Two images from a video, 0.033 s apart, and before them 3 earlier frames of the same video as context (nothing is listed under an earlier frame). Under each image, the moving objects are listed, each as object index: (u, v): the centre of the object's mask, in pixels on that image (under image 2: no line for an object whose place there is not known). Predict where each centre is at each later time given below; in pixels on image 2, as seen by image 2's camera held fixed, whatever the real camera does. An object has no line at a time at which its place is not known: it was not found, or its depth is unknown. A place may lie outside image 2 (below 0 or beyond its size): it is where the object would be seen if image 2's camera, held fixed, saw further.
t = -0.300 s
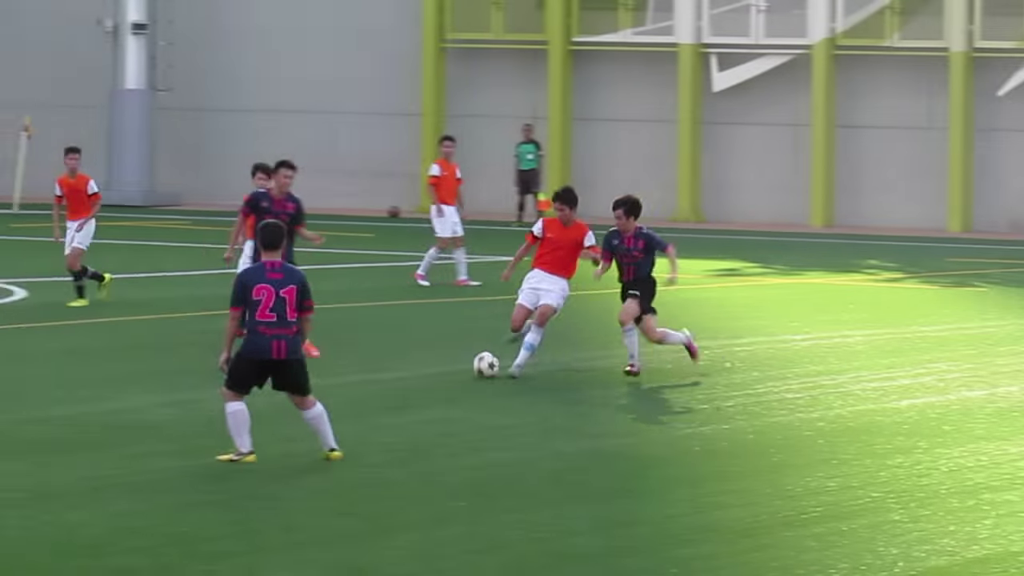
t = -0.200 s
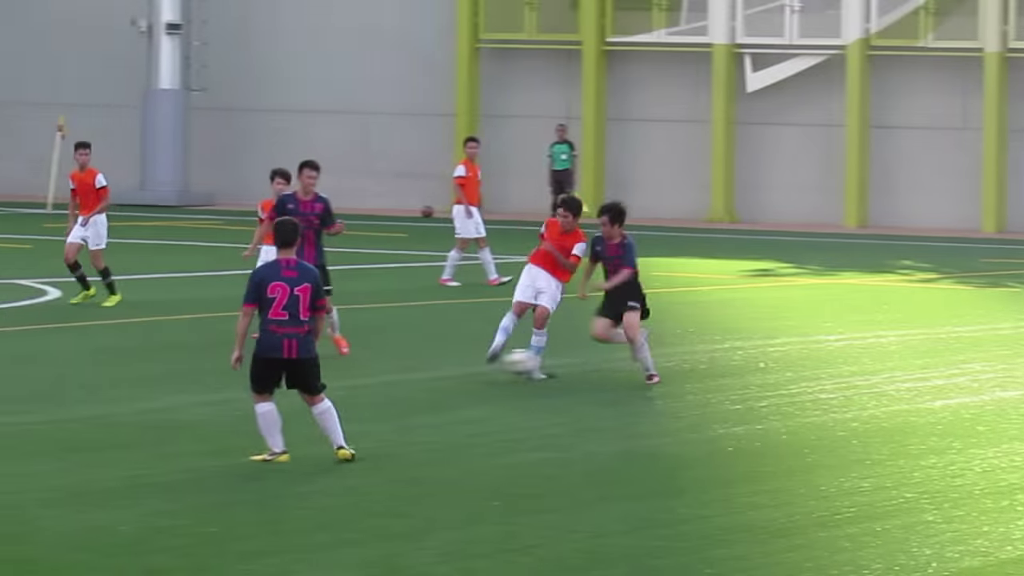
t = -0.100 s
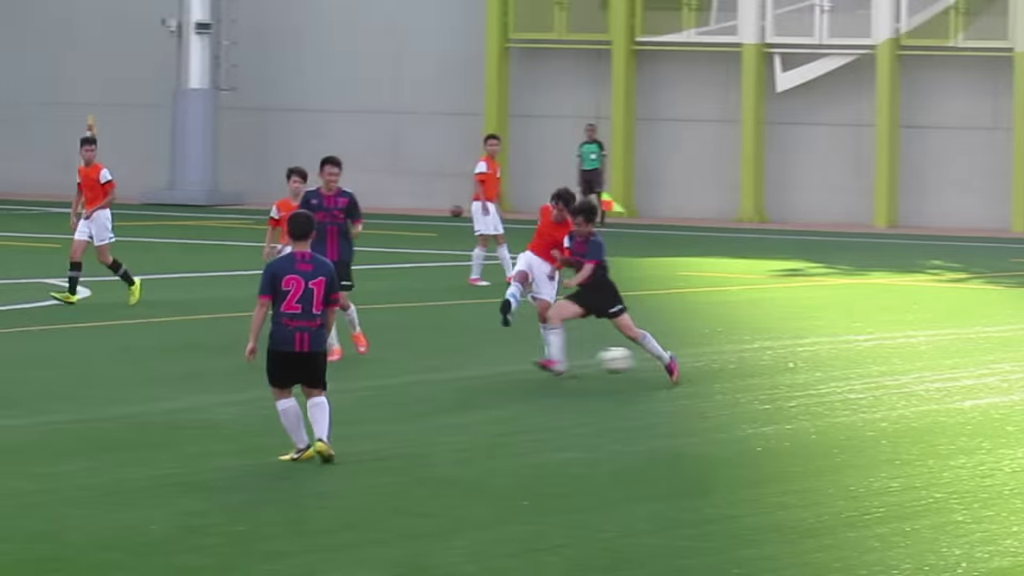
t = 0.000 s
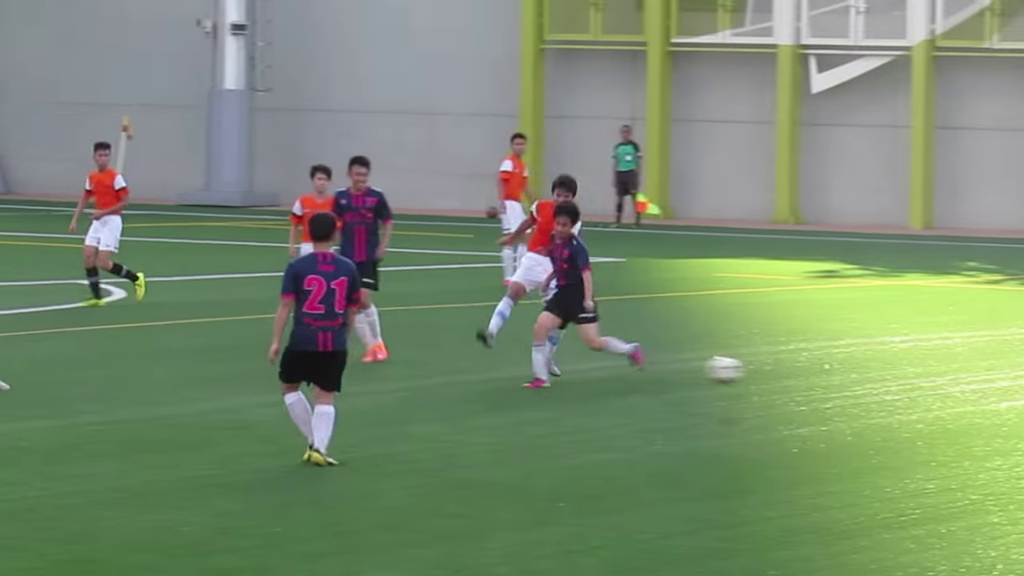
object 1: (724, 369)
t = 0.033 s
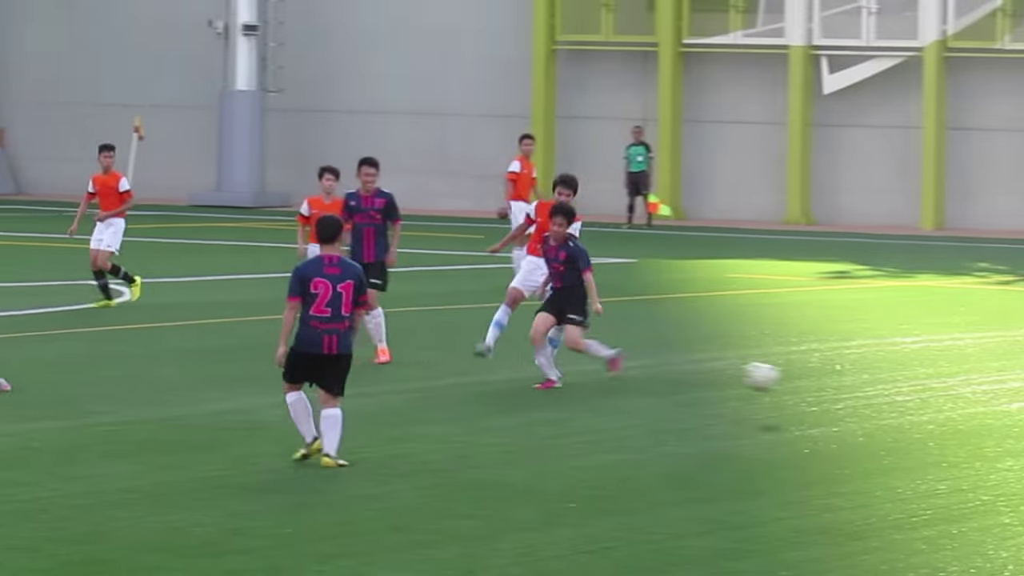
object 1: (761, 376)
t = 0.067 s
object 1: (789, 382)
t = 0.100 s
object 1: (818, 391)
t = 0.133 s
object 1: (847, 400)
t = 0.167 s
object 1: (876, 411)
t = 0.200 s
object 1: (907, 423)
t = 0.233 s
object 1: (939, 436)
